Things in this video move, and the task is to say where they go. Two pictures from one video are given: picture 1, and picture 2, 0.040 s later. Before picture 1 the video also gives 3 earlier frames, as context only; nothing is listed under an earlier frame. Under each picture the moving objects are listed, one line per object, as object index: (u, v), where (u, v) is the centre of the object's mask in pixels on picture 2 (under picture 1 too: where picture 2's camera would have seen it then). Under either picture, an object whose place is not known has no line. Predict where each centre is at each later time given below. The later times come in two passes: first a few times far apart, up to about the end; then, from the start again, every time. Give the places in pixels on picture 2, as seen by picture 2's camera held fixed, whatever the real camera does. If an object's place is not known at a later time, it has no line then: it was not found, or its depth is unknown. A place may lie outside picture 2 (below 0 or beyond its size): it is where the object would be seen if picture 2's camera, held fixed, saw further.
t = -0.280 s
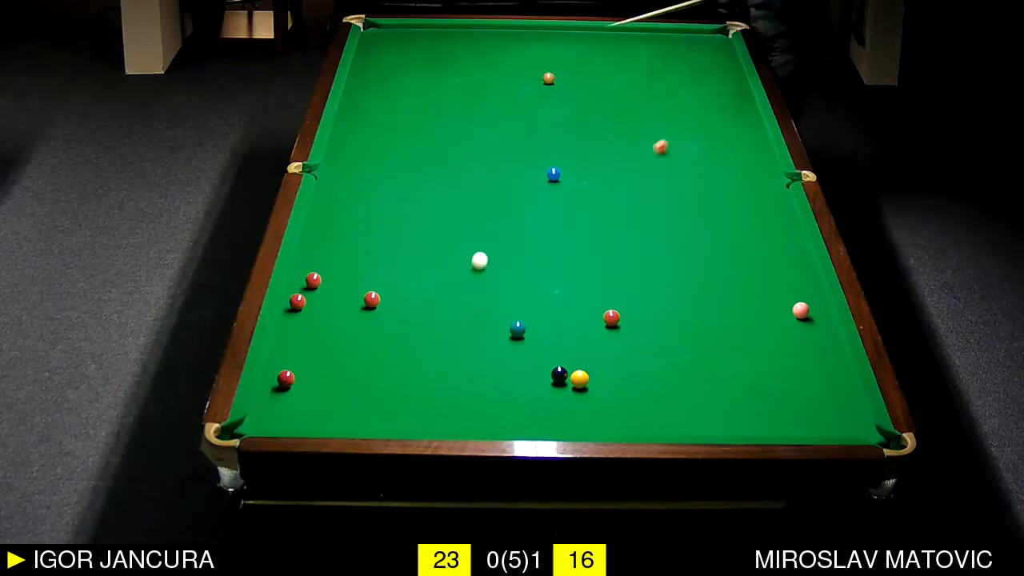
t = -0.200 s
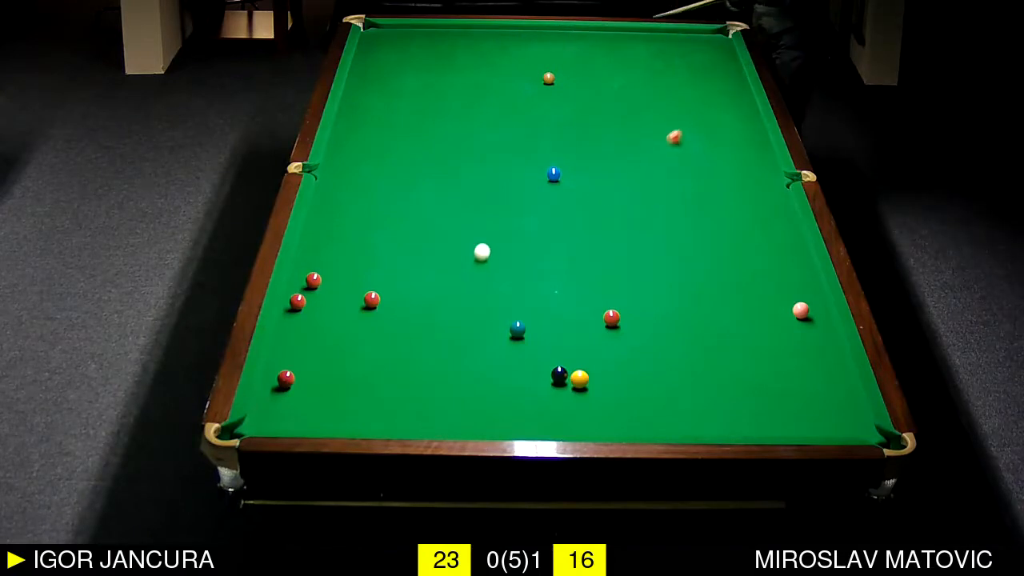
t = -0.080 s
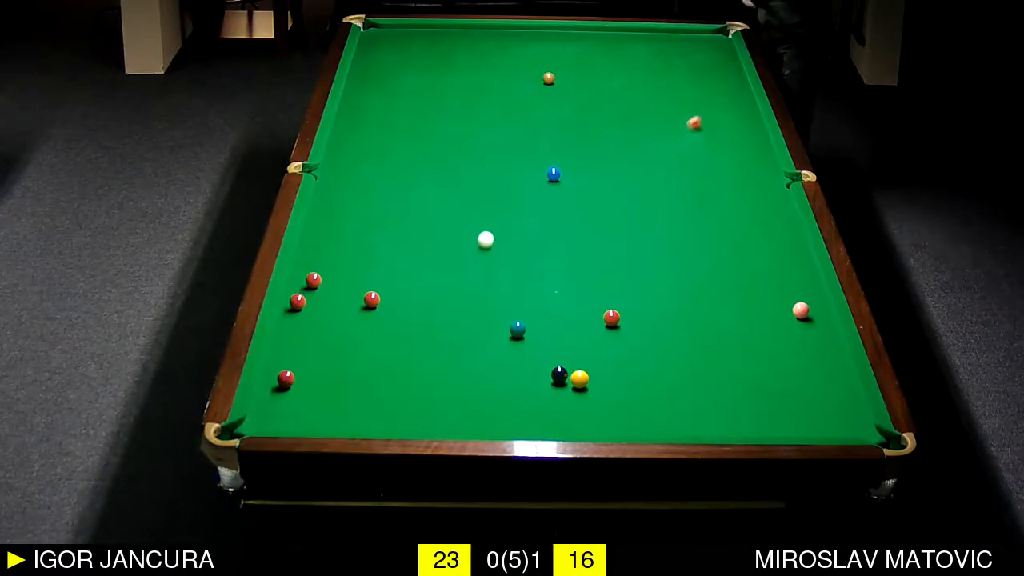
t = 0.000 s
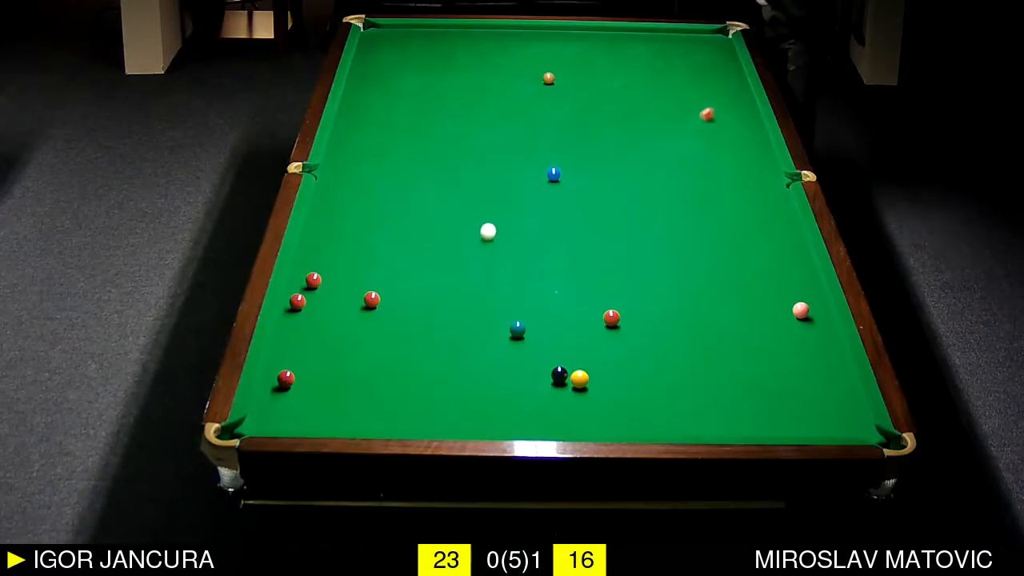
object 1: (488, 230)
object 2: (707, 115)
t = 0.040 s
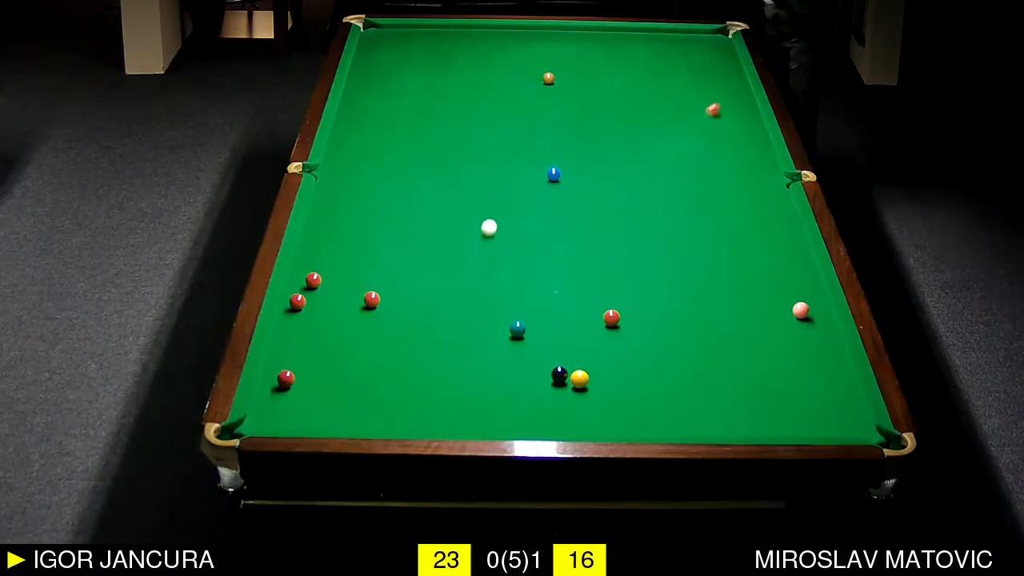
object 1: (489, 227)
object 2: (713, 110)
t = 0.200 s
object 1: (493, 212)
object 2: (736, 93)
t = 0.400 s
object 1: (498, 194)
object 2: (723, 75)
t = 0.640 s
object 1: (504, 174)
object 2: (690, 54)
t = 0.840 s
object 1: (508, 160)
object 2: (665, 38)
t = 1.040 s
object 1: (512, 146)
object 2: (643, 34)
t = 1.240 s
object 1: (516, 133)
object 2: (620, 43)
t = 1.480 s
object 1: (521, 118)
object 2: (594, 53)
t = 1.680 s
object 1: (524, 107)
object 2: (571, 62)
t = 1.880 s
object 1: (527, 97)
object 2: (549, 69)
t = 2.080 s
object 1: (530, 87)
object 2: (525, 79)
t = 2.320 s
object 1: (533, 77)
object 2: (498, 90)
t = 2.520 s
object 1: (535, 68)
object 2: (475, 100)
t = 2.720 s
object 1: (537, 61)
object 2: (452, 109)
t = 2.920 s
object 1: (539, 54)
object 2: (429, 118)
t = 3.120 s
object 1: (541, 47)
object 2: (406, 127)
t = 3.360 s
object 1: (543, 40)
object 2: (378, 138)
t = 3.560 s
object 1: (545, 34)
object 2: (355, 147)
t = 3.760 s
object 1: (547, 29)
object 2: (333, 156)
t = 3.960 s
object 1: (548, 26)
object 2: (336, 164)
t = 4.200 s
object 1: (549, 30)
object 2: (347, 172)
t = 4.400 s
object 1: (550, 33)
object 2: (356, 178)
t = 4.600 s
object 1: (551, 37)
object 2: (365, 185)
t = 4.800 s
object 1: (552, 39)
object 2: (373, 191)
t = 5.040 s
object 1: (553, 42)
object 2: (383, 198)
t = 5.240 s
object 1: (554, 44)
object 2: (391, 203)
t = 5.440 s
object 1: (555, 45)
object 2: (399, 208)
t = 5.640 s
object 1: (556, 47)
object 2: (406, 213)
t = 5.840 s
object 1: (556, 47)
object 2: (412, 218)
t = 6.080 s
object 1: (556, 48)
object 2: (420, 222)
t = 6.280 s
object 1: (556, 48)
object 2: (425, 226)
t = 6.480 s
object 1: (557, 48)
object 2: (431, 229)
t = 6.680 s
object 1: (557, 48)
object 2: (435, 232)
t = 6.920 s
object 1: (556, 48)
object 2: (440, 235)
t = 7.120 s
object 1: (557, 48)
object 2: (443, 237)
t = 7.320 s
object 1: (557, 48)
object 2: (446, 239)
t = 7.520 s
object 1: (557, 48)
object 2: (448, 240)
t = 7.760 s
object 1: (556, 48)
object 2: (450, 241)
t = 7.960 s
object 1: (556, 48)
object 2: (451, 242)
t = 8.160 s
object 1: (557, 48)
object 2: (451, 242)
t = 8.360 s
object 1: (557, 48)
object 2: (451, 242)
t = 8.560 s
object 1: (556, 48)
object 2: (451, 242)
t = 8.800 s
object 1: (556, 48)
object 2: (451, 242)
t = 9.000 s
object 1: (556, 48)
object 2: (451, 242)
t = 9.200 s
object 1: (556, 48)
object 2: (451, 242)
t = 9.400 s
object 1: (557, 48)
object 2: (451, 242)
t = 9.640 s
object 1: (557, 48)
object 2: (451, 242)
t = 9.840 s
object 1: (557, 48)
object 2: (451, 242)
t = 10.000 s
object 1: (557, 48)
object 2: (451, 242)
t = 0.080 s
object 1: (490, 223)
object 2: (719, 106)
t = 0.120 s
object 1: (491, 219)
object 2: (725, 102)
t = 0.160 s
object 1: (492, 215)
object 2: (731, 98)
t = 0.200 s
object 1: (493, 212)
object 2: (736, 93)
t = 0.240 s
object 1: (494, 208)
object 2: (742, 90)
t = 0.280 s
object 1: (495, 204)
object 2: (742, 85)
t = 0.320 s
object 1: (496, 201)
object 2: (735, 82)
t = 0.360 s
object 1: (497, 197)
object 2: (728, 78)
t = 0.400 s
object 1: (498, 194)
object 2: (723, 75)
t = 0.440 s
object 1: (499, 191)
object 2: (717, 71)
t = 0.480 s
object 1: (500, 187)
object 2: (712, 68)
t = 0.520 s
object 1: (501, 184)
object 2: (706, 64)
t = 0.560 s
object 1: (502, 181)
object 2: (701, 61)
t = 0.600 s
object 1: (503, 178)
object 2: (696, 58)
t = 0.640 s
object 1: (504, 174)
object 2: (690, 54)
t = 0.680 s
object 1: (505, 171)
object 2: (685, 51)
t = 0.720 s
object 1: (506, 168)
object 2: (680, 48)
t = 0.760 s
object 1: (507, 165)
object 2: (675, 45)
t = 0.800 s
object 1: (508, 162)
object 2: (670, 41)
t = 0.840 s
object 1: (508, 160)
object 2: (665, 38)
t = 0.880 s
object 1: (509, 157)
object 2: (661, 36)
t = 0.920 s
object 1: (510, 154)
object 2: (656, 32)
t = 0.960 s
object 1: (511, 151)
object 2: (652, 30)
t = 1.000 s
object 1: (512, 148)
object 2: (647, 32)
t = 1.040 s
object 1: (512, 146)
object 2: (643, 34)
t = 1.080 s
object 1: (513, 143)
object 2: (638, 36)
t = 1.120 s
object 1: (514, 140)
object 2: (634, 38)
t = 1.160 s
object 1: (515, 138)
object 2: (629, 40)
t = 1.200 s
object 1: (516, 135)
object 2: (625, 41)
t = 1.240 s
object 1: (516, 133)
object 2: (620, 43)
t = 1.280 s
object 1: (517, 130)
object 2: (616, 45)
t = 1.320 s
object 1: (518, 128)
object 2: (612, 47)
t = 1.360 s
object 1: (519, 125)
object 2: (607, 48)
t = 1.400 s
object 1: (519, 123)
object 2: (603, 50)
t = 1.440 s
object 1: (520, 121)
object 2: (598, 51)
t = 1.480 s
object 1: (521, 118)
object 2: (594, 53)
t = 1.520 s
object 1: (521, 116)
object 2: (589, 55)
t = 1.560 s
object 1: (522, 114)
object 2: (585, 57)
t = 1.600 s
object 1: (523, 112)
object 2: (580, 58)
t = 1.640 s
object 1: (523, 109)
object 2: (576, 60)
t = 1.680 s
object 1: (524, 107)
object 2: (571, 62)
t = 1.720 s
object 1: (525, 105)
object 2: (567, 64)
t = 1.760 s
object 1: (525, 103)
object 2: (562, 66)
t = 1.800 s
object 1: (526, 101)
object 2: (558, 67)
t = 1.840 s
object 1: (526, 99)
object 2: (554, 68)
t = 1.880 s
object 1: (527, 97)
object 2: (549, 69)
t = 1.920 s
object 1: (528, 95)
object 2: (543, 71)
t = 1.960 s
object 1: (528, 93)
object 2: (539, 74)
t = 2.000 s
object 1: (529, 91)
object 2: (534, 76)
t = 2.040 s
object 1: (529, 89)
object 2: (530, 77)
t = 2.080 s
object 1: (530, 87)
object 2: (525, 79)
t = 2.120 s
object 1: (530, 85)
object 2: (521, 81)
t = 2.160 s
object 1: (531, 83)
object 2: (516, 83)
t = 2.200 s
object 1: (531, 82)
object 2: (512, 85)
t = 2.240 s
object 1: (532, 80)
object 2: (507, 87)
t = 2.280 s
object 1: (532, 78)
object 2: (503, 88)
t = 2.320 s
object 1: (533, 77)
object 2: (498, 90)
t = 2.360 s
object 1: (533, 75)
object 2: (493, 92)
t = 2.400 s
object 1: (534, 73)
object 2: (489, 94)
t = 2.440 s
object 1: (535, 72)
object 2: (484, 96)
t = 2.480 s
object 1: (535, 70)
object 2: (479, 98)
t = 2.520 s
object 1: (535, 68)
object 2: (475, 100)
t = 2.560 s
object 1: (536, 67)
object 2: (470, 101)
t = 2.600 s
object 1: (536, 65)
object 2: (466, 103)
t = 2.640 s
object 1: (537, 64)
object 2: (461, 105)
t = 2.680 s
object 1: (537, 62)
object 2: (456, 107)
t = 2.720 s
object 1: (537, 61)
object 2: (452, 109)
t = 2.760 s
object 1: (538, 59)
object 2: (447, 110)
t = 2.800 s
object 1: (538, 58)
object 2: (442, 112)
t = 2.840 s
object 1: (538, 57)
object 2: (438, 114)
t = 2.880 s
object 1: (539, 55)
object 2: (433, 116)
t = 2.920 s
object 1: (539, 54)
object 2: (429, 118)
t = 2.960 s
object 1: (540, 52)
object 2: (424, 120)
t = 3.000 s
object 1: (540, 51)
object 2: (419, 122)
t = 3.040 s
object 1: (541, 50)
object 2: (415, 123)
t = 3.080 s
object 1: (541, 48)
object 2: (410, 125)
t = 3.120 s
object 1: (541, 47)
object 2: (406, 127)
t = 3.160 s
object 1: (542, 46)
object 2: (401, 129)
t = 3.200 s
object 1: (542, 45)
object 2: (397, 131)
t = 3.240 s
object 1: (542, 43)
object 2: (392, 133)
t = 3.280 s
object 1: (543, 42)
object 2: (387, 135)
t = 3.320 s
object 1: (543, 41)
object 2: (383, 136)
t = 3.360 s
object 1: (543, 40)
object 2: (378, 138)
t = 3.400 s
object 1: (544, 39)
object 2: (374, 140)
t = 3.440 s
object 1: (544, 37)
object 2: (369, 142)
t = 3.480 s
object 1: (544, 37)
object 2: (365, 143)
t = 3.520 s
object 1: (545, 36)
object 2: (360, 145)
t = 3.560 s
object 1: (545, 34)
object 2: (355, 147)
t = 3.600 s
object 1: (545, 33)
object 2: (351, 149)
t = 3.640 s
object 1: (546, 32)
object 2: (347, 151)
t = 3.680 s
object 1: (546, 31)
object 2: (342, 153)
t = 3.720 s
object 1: (546, 30)
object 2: (338, 154)
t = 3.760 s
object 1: (547, 29)
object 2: (333, 156)
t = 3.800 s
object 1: (547, 28)
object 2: (329, 158)
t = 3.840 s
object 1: (547, 27)
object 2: (330, 159)
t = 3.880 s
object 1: (547, 26)
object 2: (332, 161)
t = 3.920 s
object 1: (547, 26)
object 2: (334, 162)
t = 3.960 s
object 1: (548, 26)
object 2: (336, 164)
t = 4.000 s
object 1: (548, 27)
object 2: (338, 165)
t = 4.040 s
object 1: (548, 28)
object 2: (340, 166)
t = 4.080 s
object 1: (549, 28)
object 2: (342, 168)
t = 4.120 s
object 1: (549, 29)
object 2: (343, 169)
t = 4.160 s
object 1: (549, 30)
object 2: (345, 171)
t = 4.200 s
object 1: (549, 30)
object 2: (347, 172)
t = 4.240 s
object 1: (549, 31)
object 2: (349, 173)
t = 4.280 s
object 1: (550, 32)
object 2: (351, 175)
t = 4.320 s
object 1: (550, 32)
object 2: (352, 176)
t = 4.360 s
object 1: (550, 33)
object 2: (354, 177)
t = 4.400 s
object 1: (550, 33)
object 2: (356, 178)
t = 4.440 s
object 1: (551, 34)
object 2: (358, 180)
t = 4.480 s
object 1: (551, 35)
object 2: (360, 181)
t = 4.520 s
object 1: (551, 35)
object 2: (362, 182)
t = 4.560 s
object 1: (551, 36)
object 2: (363, 184)
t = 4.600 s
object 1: (551, 37)
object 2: (365, 185)
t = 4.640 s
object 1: (552, 37)
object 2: (367, 186)
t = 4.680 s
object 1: (552, 38)
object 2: (368, 187)
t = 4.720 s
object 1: (552, 38)
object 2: (370, 189)
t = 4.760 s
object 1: (552, 38)
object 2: (372, 190)
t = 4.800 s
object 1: (552, 39)
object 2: (373, 191)
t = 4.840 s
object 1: (552, 39)
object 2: (375, 192)
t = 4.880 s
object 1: (553, 40)
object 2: (377, 193)
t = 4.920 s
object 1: (553, 40)
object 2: (378, 194)
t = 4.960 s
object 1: (553, 41)
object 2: (380, 196)
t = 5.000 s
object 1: (553, 41)
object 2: (382, 197)
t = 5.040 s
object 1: (553, 42)
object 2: (383, 198)
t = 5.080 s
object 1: (554, 42)
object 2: (385, 199)
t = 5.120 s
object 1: (554, 43)
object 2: (386, 200)
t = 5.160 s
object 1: (554, 43)
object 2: (388, 201)
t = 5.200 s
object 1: (554, 43)
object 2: (390, 202)
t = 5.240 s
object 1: (554, 44)
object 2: (391, 203)
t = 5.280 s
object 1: (554, 44)
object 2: (393, 204)
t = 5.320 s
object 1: (554, 44)
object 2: (394, 205)
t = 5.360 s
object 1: (555, 45)
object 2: (396, 206)
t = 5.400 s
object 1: (555, 45)
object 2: (397, 207)
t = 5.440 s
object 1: (555, 45)
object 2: (399, 208)
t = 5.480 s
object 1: (555, 46)
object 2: (400, 209)
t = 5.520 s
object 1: (555, 46)
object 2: (402, 210)
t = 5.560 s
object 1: (555, 46)
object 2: (403, 211)
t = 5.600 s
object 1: (555, 46)
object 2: (405, 212)
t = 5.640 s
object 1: (556, 47)
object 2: (406, 213)
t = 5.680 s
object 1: (556, 47)
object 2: (407, 214)
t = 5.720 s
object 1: (556, 47)
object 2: (409, 215)
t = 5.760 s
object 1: (556, 47)
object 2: (410, 216)
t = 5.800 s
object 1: (556, 47)
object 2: (411, 217)
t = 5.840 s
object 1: (556, 47)
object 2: (412, 218)
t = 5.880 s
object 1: (556, 48)
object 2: (414, 218)
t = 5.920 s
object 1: (556, 48)
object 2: (415, 219)
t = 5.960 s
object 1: (557, 48)
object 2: (416, 220)
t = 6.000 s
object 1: (556, 48)
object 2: (417, 221)
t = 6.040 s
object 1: (556, 48)
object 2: (419, 222)
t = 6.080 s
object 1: (556, 48)
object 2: (420, 222)
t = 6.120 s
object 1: (556, 48)
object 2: (421, 223)
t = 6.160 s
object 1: (557, 48)
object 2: (422, 224)
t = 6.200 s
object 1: (557, 48)
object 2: (423, 225)
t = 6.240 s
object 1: (556, 48)
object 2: (425, 225)
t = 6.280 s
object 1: (556, 48)
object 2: (425, 226)
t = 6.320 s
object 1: (556, 48)
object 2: (427, 227)
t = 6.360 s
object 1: (556, 48)
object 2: (428, 227)
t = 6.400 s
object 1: (557, 48)
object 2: (429, 228)
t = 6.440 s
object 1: (557, 48)
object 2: (430, 229)
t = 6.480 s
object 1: (557, 48)
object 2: (431, 229)
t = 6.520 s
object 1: (557, 48)
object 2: (431, 230)
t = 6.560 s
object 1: (557, 48)
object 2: (432, 230)
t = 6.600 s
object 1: (557, 48)
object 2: (433, 231)
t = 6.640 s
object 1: (557, 48)
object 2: (434, 232)
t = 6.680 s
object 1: (557, 48)
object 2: (435, 232)
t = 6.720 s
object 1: (557, 48)
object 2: (436, 233)
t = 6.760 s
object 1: (557, 48)
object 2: (437, 233)
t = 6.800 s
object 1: (557, 48)
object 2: (438, 234)
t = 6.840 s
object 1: (556, 48)
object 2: (438, 234)
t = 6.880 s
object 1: (556, 48)
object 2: (439, 235)
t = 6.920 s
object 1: (556, 48)
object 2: (440, 235)
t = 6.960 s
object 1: (557, 48)
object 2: (441, 236)
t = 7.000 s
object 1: (557, 48)
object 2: (442, 236)
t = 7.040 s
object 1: (557, 48)
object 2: (442, 236)
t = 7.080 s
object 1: (557, 48)
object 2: (443, 237)
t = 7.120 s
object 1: (557, 48)
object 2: (443, 237)
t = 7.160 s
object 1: (557, 48)
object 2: (444, 238)
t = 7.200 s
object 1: (557, 48)
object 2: (444, 238)
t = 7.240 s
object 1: (556, 48)
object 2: (445, 238)
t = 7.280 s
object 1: (557, 48)
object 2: (446, 239)
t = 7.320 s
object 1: (557, 48)
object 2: (446, 239)
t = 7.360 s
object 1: (557, 48)
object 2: (447, 239)
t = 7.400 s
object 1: (556, 48)
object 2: (447, 239)
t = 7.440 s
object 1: (556, 48)
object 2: (448, 240)
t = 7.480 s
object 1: (557, 48)
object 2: (448, 240)
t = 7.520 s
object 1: (557, 48)
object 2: (448, 240)
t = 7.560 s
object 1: (557, 48)
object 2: (449, 241)
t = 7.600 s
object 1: (557, 48)
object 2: (449, 241)
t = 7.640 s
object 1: (557, 48)
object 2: (449, 241)
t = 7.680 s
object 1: (556, 48)
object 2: (449, 241)
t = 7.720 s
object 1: (556, 48)
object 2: (450, 241)
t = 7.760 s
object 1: (556, 48)
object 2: (450, 241)
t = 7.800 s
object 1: (556, 48)
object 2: (450, 242)
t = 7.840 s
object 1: (556, 48)
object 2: (450, 242)
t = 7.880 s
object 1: (557, 48)
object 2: (451, 242)
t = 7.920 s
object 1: (556, 48)
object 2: (451, 242)
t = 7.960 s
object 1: (556, 48)
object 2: (451, 242)
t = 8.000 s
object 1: (556, 48)
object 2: (451, 242)
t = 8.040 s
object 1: (556, 48)
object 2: (451, 242)
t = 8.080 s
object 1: (556, 48)
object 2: (451, 242)
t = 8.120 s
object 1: (556, 48)
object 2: (451, 242)
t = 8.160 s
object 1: (557, 48)
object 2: (451, 242)
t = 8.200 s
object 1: (557, 48)
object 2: (451, 242)
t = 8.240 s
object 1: (556, 48)
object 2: (451, 242)
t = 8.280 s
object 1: (556, 48)
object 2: (451, 242)
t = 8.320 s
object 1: (556, 48)
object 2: (451, 242)
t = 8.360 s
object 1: (557, 48)
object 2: (451, 242)
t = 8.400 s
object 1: (556, 48)
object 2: (451, 242)
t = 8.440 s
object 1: (556, 48)
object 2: (451, 242)
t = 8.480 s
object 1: (556, 48)
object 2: (451, 242)
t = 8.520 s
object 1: (556, 48)
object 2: (451, 242)
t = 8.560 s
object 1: (556, 48)
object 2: (451, 242)
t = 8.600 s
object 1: (556, 48)
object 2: (451, 242)
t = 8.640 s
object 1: (556, 48)
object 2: (451, 242)
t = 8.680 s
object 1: (556, 48)
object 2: (451, 242)
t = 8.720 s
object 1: (556, 48)
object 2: (451, 242)
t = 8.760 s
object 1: (556, 48)
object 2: (451, 242)
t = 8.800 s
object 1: (556, 48)
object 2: (451, 242)
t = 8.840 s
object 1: (556, 48)
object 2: (451, 242)
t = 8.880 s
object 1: (556, 48)
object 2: (451, 242)
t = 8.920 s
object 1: (556, 48)
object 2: (451, 242)
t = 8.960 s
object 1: (556, 48)
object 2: (451, 242)
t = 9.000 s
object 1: (556, 48)
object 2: (451, 242)
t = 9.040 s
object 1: (556, 48)
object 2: (451, 242)
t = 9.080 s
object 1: (556, 48)
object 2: (451, 242)
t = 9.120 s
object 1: (556, 48)
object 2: (451, 242)
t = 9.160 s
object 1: (556, 48)
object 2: (451, 242)
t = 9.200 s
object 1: (556, 48)
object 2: (451, 242)
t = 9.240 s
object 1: (556, 48)
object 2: (451, 242)
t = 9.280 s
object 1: (556, 48)
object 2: (451, 242)
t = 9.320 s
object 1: (556, 48)
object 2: (451, 242)
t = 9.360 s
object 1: (557, 48)
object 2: (451, 242)
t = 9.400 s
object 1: (557, 48)
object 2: (451, 242)
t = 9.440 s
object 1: (557, 48)
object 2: (451, 242)
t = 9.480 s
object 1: (557, 48)
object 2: (451, 242)
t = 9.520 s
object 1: (557, 48)
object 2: (451, 242)
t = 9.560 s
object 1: (557, 48)
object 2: (451, 242)
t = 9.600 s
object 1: (557, 48)
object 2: (451, 242)
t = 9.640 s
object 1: (557, 48)
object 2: (451, 242)
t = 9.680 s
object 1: (557, 48)
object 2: (451, 242)
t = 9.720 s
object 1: (557, 48)
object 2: (451, 242)
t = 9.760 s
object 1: (557, 48)
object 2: (451, 242)
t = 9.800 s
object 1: (557, 48)
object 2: (451, 242)
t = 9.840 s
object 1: (557, 48)
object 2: (451, 242)
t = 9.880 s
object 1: (557, 48)
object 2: (451, 242)
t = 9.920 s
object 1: (557, 48)
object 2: (451, 242)
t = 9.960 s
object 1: (557, 48)
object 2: (451, 242)
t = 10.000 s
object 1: (557, 48)
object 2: (451, 242)
